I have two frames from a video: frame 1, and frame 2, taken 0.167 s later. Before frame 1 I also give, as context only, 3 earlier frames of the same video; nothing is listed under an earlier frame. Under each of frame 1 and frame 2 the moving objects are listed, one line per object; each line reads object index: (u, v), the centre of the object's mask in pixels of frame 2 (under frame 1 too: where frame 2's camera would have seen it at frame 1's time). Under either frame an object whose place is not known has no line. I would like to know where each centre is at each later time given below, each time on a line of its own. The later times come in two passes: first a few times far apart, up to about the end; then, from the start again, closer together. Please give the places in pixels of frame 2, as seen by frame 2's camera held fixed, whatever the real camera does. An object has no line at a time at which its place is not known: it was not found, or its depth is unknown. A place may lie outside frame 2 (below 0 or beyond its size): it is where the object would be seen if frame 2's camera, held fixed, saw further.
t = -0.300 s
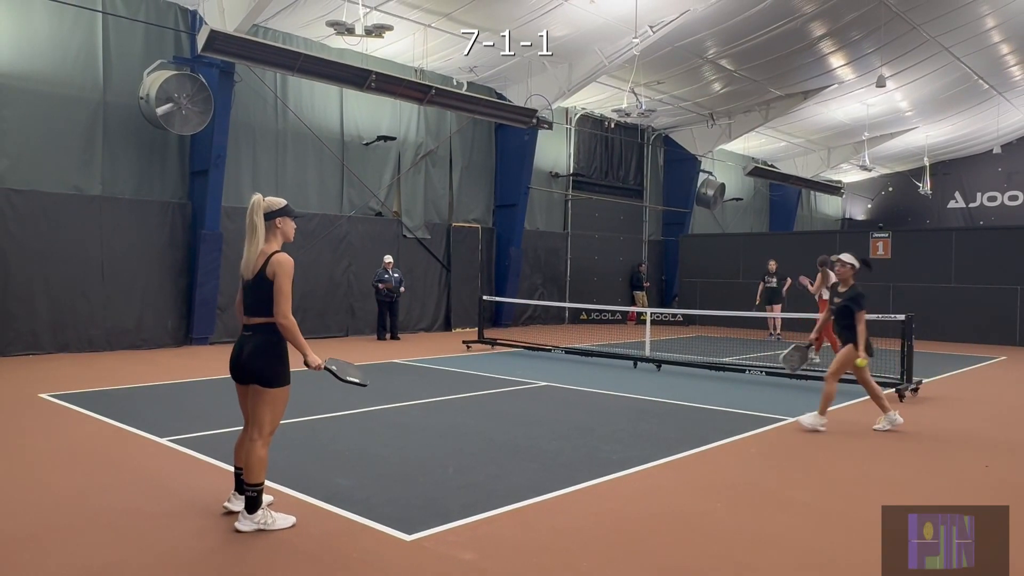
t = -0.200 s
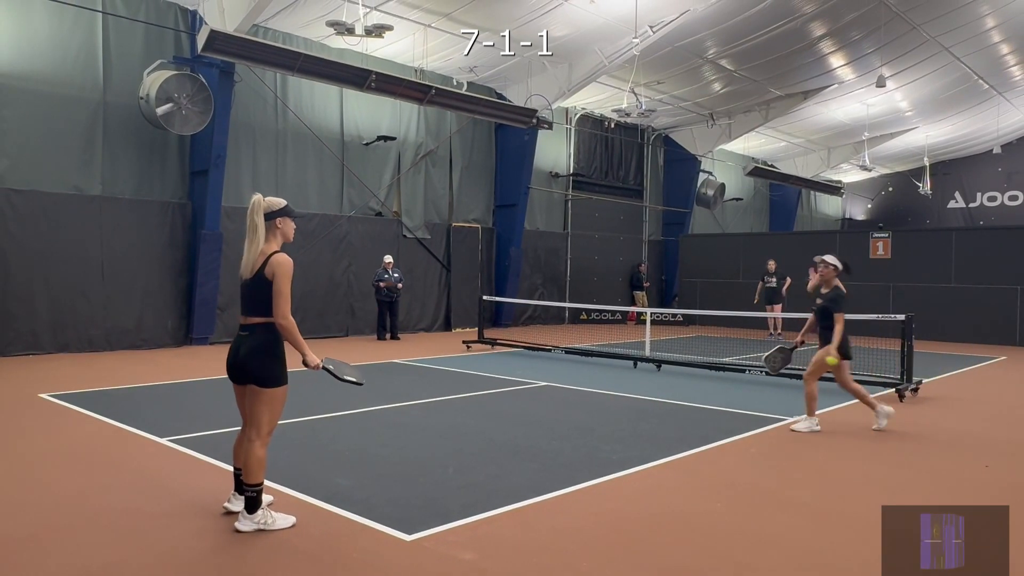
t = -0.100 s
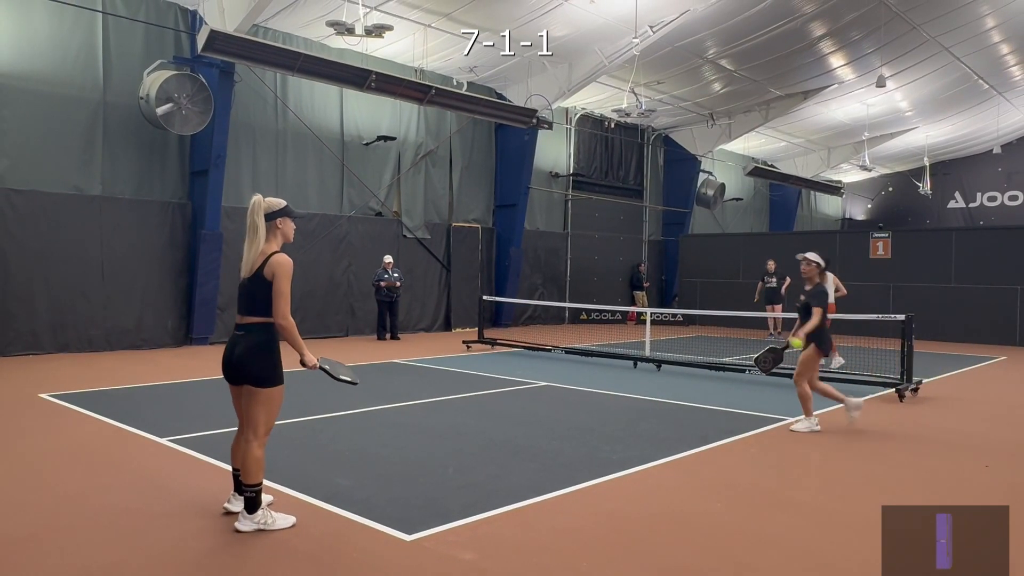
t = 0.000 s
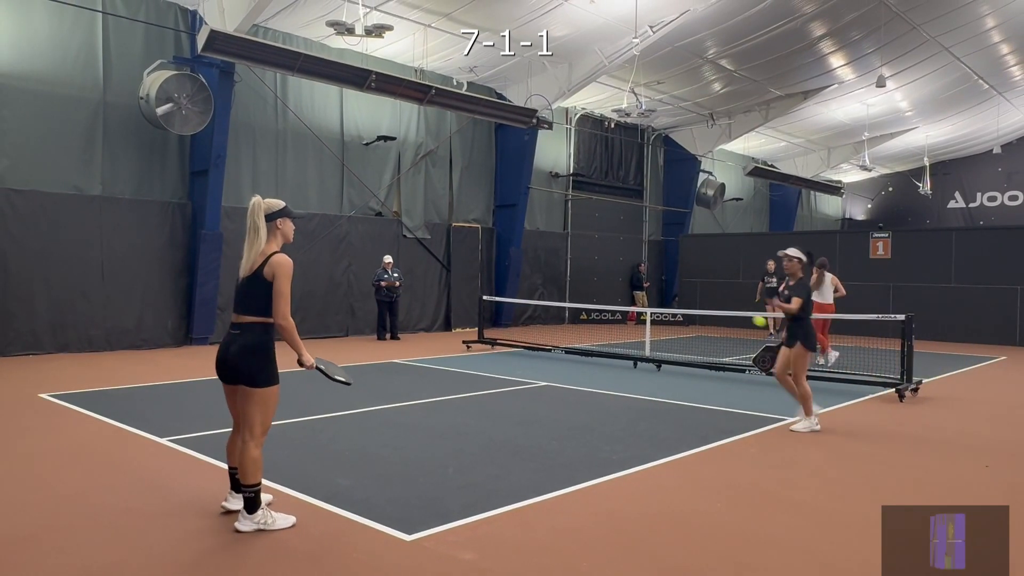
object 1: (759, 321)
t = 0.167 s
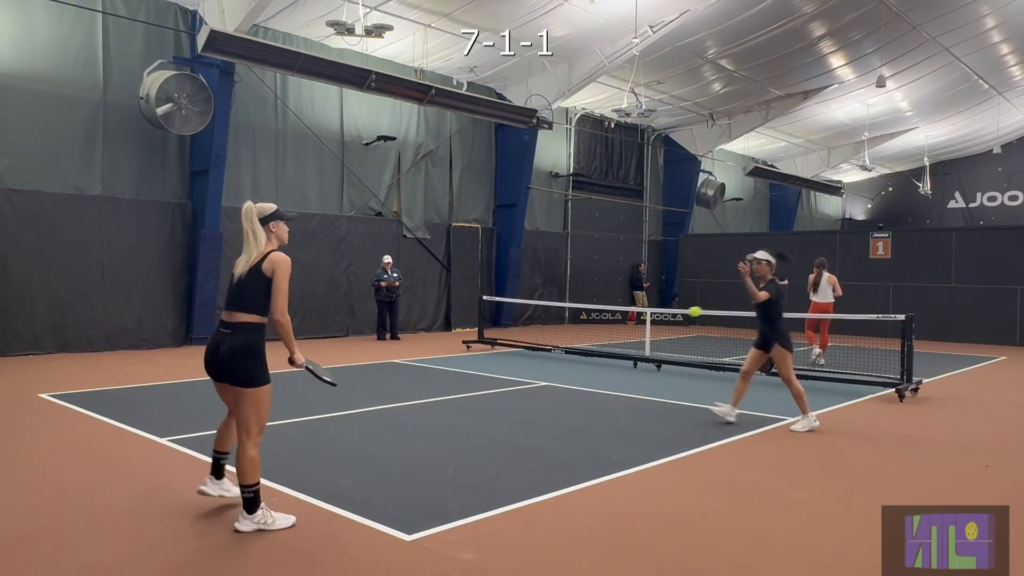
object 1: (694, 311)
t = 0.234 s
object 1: (667, 318)
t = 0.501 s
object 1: (553, 408)
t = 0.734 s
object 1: (473, 418)
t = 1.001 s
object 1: (396, 408)
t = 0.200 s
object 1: (681, 314)
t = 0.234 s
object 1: (667, 318)
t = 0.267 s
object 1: (655, 322)
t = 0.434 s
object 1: (583, 376)
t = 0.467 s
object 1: (568, 392)
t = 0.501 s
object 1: (553, 408)
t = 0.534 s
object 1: (538, 428)
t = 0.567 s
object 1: (523, 448)
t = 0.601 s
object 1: (509, 463)
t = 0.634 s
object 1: (500, 449)
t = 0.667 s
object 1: (491, 437)
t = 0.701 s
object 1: (482, 427)
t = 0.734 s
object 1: (473, 418)
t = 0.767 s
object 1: (464, 411)
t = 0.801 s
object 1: (454, 406)
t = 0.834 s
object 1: (446, 402)
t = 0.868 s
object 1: (435, 400)
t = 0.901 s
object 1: (426, 399)
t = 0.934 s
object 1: (416, 401)
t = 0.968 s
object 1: (406, 404)
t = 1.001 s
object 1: (396, 408)
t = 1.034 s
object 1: (386, 415)
